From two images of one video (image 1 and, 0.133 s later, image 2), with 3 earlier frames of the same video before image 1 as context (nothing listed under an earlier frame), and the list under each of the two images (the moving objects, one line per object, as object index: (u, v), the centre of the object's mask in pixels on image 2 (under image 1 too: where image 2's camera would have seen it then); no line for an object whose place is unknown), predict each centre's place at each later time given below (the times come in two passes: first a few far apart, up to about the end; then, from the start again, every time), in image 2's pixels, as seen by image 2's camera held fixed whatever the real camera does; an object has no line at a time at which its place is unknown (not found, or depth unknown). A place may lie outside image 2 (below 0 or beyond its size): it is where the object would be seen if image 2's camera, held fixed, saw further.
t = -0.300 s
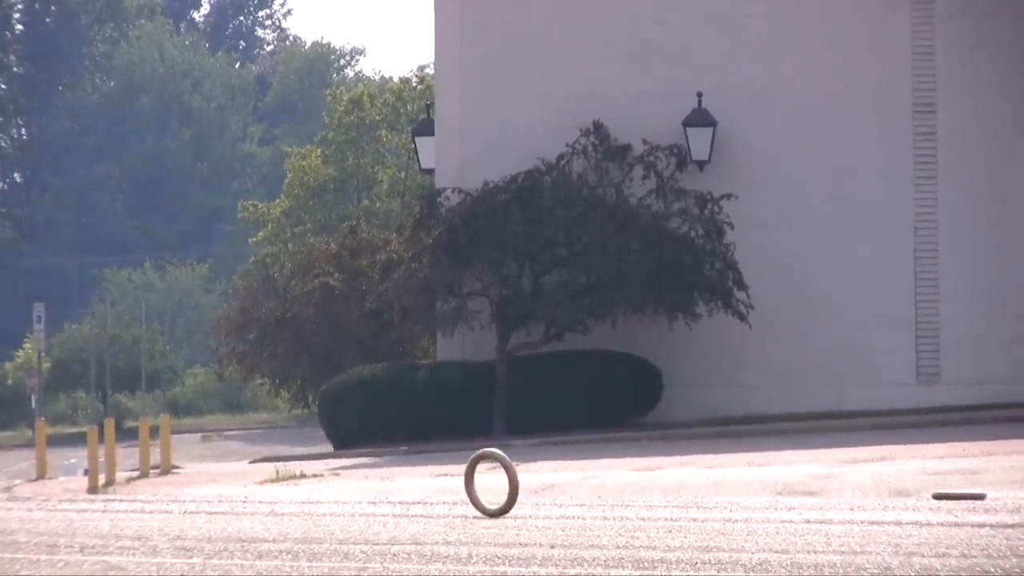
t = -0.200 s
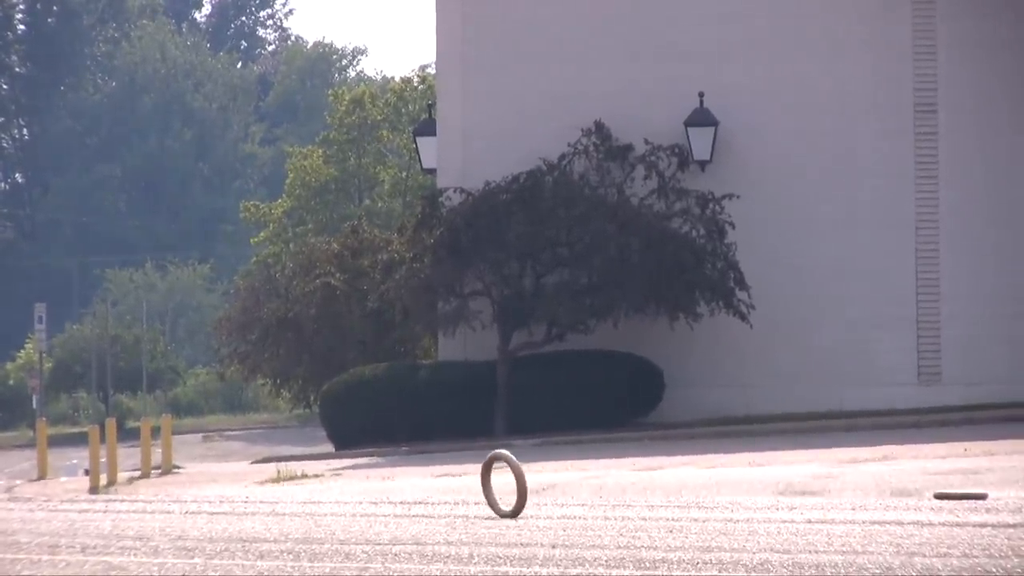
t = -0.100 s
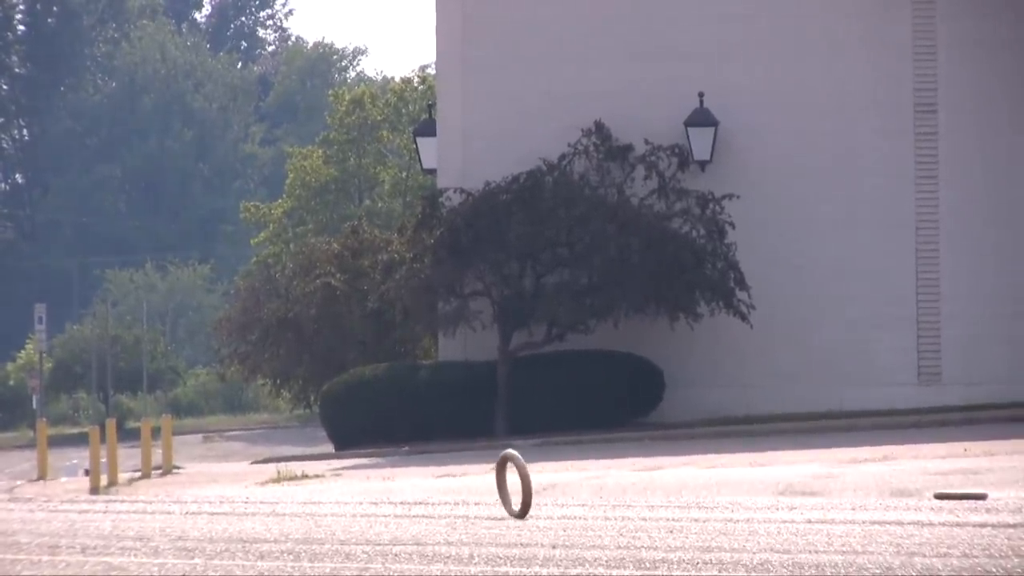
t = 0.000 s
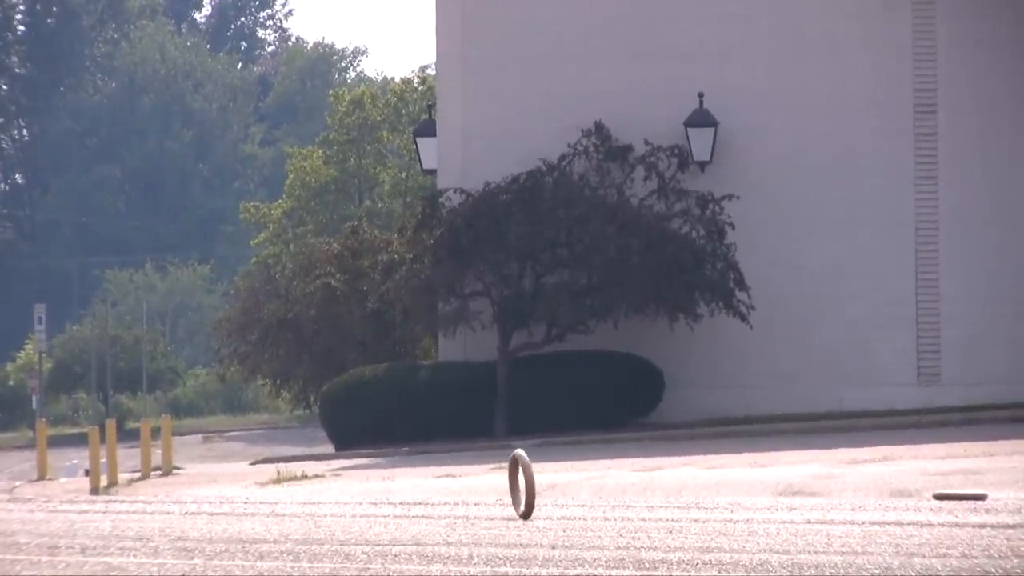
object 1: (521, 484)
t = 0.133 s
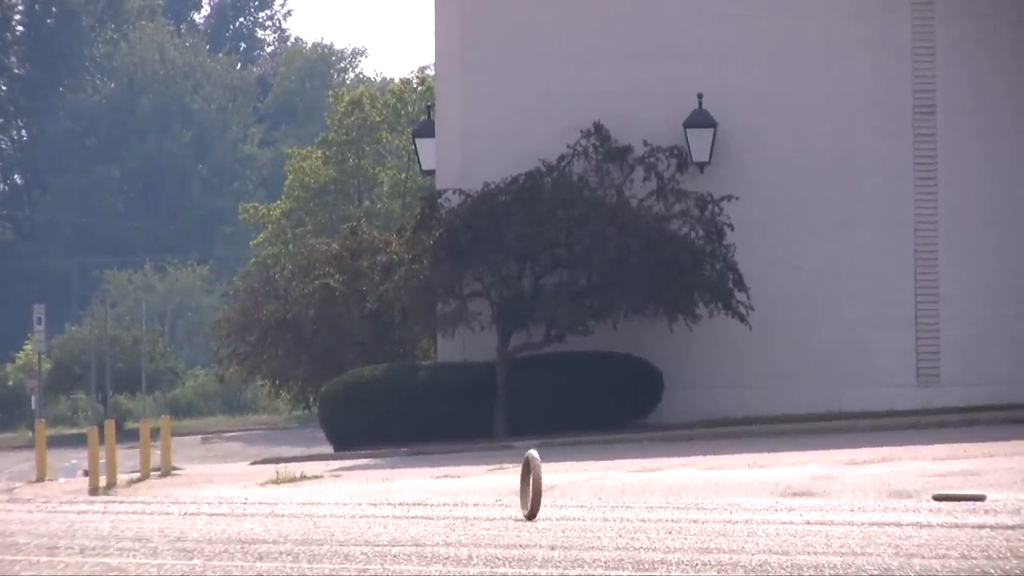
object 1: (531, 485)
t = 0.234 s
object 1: (539, 485)
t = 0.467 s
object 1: (567, 487)
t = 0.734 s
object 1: (611, 487)
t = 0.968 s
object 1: (650, 488)
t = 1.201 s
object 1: (686, 489)
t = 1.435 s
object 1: (725, 490)
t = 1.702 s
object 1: (771, 492)
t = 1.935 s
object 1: (808, 493)
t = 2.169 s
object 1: (841, 495)
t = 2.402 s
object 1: (875, 497)
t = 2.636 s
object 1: (908, 499)
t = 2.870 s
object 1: (936, 502)
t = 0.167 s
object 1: (534, 485)
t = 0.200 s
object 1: (536, 485)
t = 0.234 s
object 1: (539, 485)
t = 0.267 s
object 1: (543, 485)
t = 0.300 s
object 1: (546, 485)
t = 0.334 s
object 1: (550, 486)
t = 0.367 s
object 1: (554, 486)
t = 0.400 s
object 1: (558, 486)
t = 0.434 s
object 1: (563, 487)
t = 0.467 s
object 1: (567, 487)
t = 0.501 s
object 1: (572, 487)
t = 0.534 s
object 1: (577, 487)
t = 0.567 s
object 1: (583, 487)
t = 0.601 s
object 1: (588, 487)
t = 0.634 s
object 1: (594, 487)
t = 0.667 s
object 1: (600, 487)
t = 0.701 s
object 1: (605, 487)
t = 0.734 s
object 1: (611, 487)
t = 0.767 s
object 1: (617, 487)
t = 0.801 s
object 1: (622, 487)
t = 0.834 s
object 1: (628, 487)
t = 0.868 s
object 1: (634, 487)
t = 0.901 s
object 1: (639, 488)
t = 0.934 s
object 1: (645, 488)
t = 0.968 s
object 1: (650, 488)
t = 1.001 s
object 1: (655, 488)
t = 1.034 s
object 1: (660, 488)
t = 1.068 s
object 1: (666, 488)
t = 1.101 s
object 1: (671, 489)
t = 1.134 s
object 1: (676, 489)
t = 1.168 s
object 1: (681, 489)
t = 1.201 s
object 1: (686, 489)
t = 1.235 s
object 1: (692, 489)
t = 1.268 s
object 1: (697, 489)
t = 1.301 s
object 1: (702, 490)
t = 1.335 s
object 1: (708, 490)
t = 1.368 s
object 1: (713, 490)
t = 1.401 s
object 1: (719, 490)
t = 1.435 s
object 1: (725, 490)
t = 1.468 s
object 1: (730, 490)
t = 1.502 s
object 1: (736, 490)
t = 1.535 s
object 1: (742, 491)
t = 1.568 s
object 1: (747, 491)
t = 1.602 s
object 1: (754, 491)
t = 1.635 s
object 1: (759, 491)
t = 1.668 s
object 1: (765, 491)
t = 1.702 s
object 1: (771, 492)
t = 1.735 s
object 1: (777, 492)
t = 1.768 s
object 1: (782, 492)
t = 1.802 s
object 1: (788, 493)
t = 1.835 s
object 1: (793, 493)
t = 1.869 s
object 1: (798, 493)
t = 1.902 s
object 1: (803, 493)
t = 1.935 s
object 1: (808, 493)
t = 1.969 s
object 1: (813, 493)
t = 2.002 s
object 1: (818, 493)
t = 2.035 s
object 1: (823, 494)
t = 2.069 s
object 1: (828, 494)
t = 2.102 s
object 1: (832, 494)
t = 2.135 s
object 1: (837, 495)
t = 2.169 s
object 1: (841, 495)
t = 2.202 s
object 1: (846, 495)
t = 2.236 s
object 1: (851, 495)
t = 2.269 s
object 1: (855, 496)
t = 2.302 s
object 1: (860, 496)
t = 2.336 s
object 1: (865, 496)
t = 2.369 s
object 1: (870, 497)
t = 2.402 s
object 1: (875, 497)
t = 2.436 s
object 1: (880, 497)
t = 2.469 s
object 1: (884, 496)
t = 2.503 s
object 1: (889, 497)
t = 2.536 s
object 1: (894, 498)
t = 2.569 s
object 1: (899, 498)
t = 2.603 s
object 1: (903, 498)
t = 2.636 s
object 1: (908, 499)
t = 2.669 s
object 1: (912, 500)
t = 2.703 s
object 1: (916, 500)
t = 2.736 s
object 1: (920, 500)
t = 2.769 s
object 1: (924, 501)
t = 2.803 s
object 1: (929, 501)
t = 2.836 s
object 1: (932, 502)
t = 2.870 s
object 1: (936, 502)
